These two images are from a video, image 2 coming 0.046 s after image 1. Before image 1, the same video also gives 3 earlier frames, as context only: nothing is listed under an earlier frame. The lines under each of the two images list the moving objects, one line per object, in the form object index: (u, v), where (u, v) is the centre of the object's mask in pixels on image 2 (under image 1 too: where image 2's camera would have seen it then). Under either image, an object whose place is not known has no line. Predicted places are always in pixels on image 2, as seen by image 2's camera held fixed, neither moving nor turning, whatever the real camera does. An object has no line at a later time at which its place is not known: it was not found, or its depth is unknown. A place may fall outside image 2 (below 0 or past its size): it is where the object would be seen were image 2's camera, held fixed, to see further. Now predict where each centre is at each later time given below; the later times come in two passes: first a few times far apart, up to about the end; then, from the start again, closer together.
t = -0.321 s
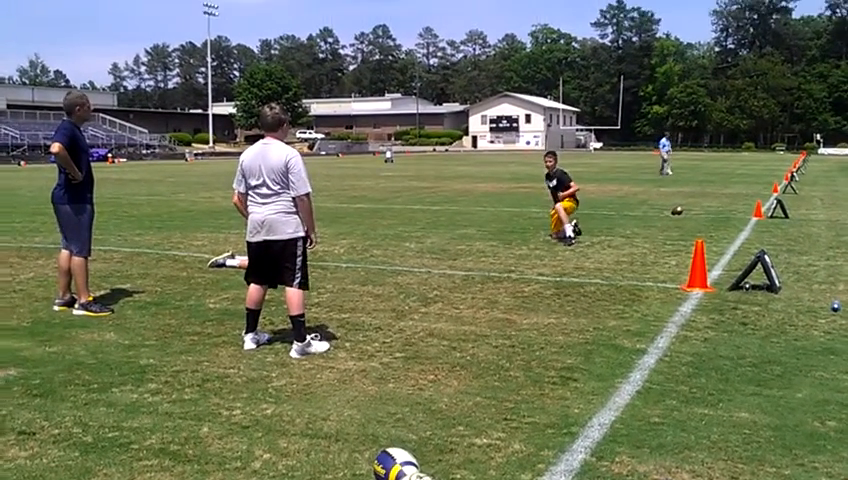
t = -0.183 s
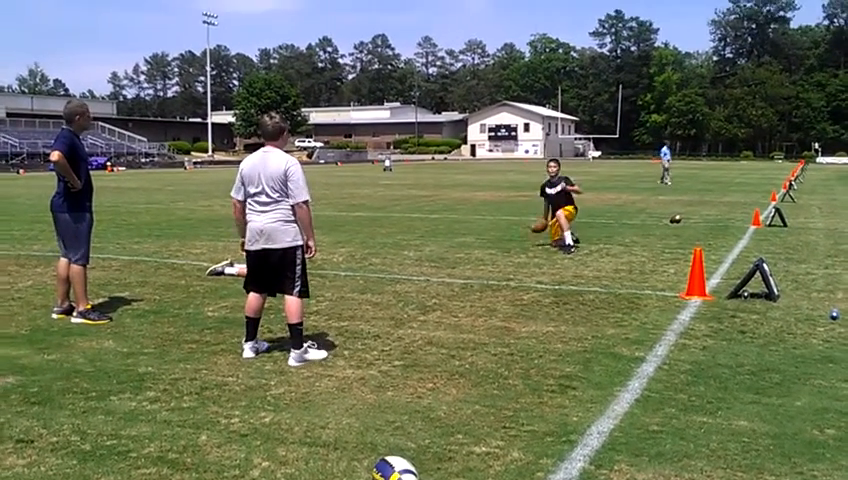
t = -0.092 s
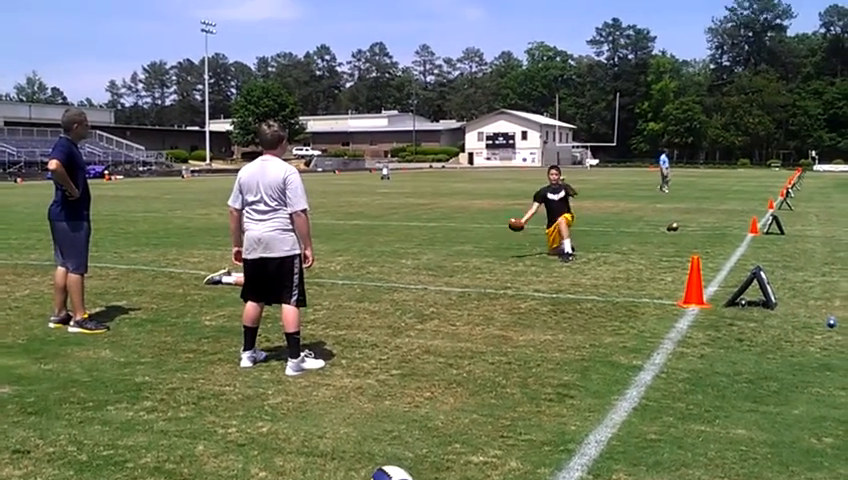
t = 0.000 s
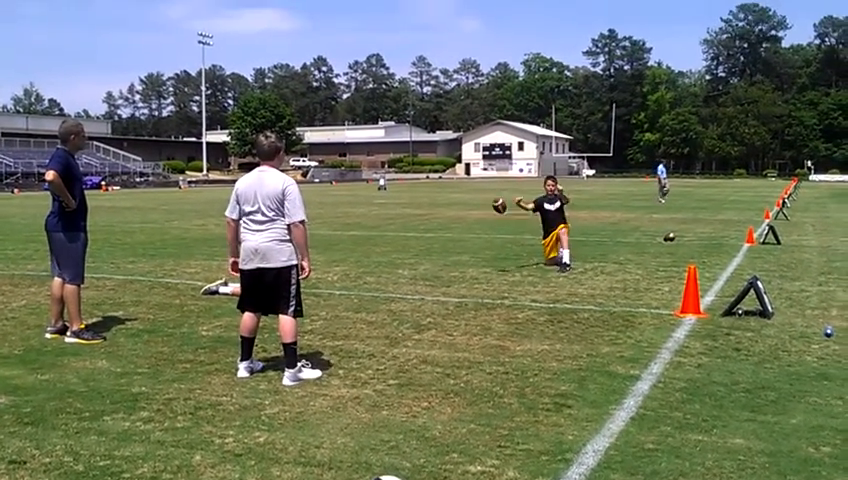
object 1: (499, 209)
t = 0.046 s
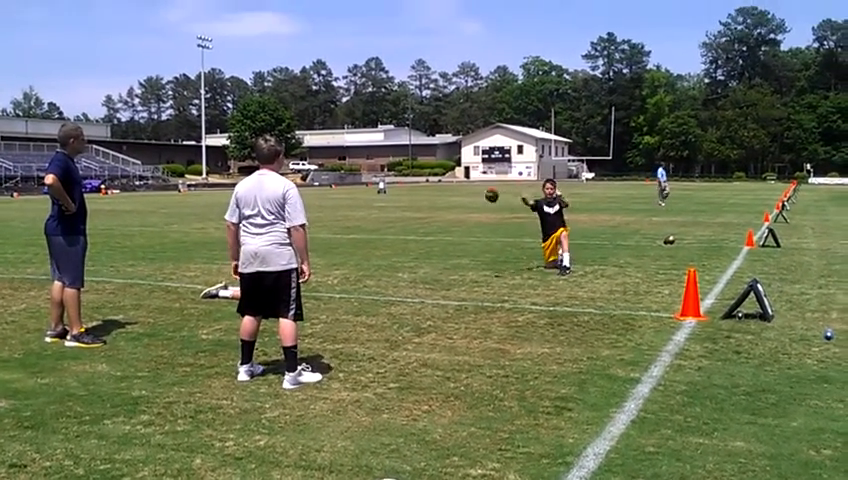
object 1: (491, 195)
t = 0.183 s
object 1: (467, 157)
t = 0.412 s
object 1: (403, 112)
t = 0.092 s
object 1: (484, 181)
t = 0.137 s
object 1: (476, 169)
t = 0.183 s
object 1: (467, 157)
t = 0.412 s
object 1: (403, 112)
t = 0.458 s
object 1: (391, 109)
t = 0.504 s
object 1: (376, 109)
